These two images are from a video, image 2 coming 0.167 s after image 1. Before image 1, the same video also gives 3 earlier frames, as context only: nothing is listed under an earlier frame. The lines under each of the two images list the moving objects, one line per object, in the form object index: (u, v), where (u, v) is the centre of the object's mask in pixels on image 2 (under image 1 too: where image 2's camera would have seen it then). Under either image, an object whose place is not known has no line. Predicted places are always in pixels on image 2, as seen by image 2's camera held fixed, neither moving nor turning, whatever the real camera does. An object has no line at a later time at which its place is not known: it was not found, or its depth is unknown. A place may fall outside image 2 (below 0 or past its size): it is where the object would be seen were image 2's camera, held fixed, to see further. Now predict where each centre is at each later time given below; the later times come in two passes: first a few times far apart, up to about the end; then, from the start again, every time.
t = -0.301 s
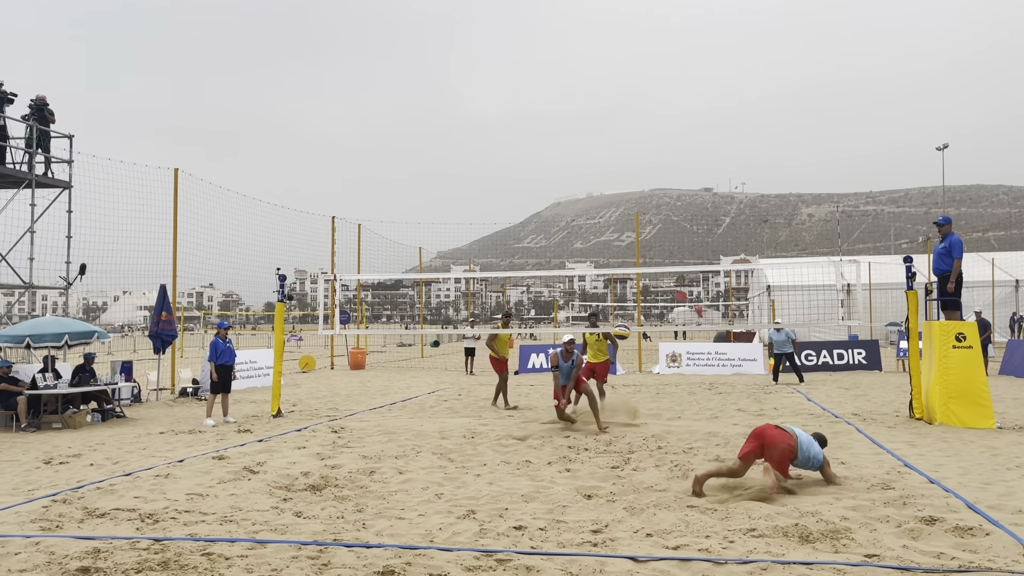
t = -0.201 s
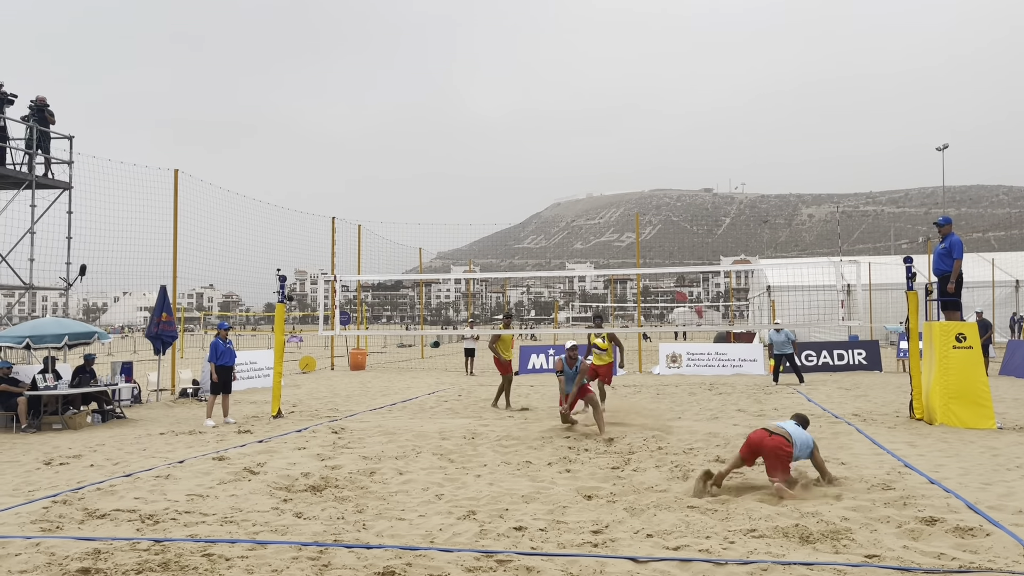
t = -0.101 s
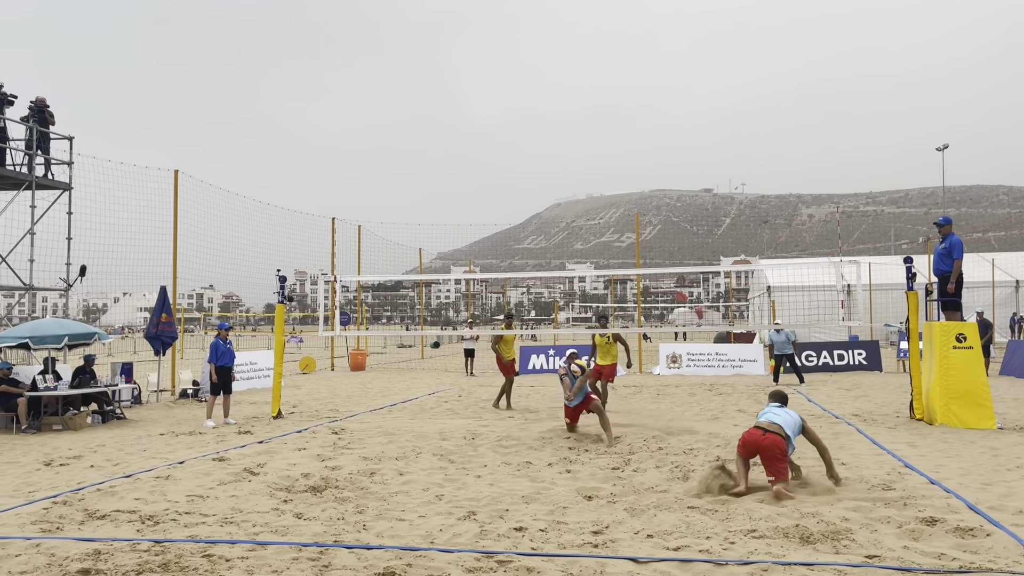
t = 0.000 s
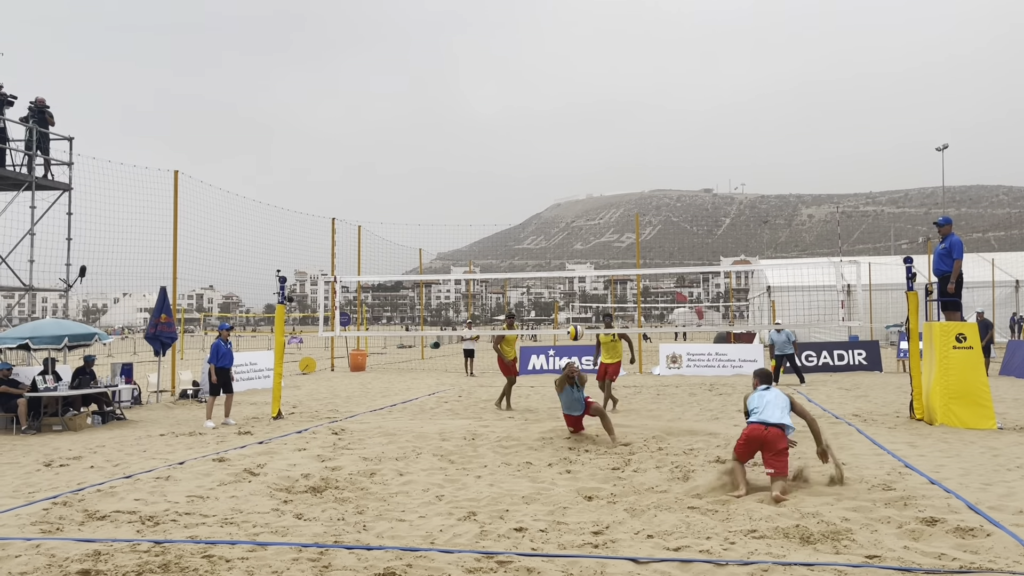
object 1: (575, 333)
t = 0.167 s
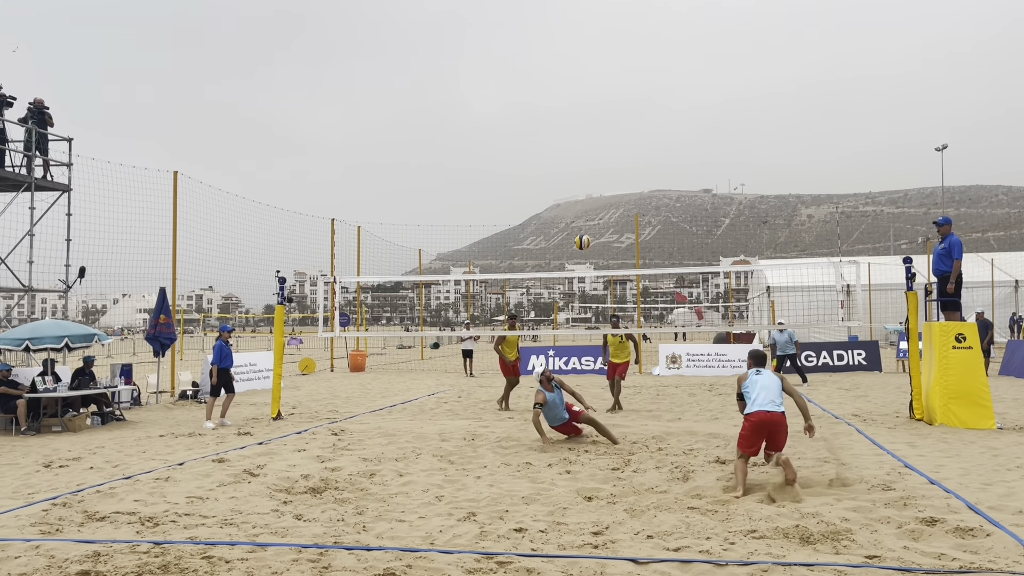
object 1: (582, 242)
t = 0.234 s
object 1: (586, 212)
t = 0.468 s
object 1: (596, 137)
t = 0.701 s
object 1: (607, 105)
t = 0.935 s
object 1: (617, 112)
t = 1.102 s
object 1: (623, 139)
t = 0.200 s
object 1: (583, 227)
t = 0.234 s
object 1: (586, 212)
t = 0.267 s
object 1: (587, 199)
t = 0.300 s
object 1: (589, 187)
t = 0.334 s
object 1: (590, 175)
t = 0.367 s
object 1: (592, 164)
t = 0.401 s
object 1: (593, 154)
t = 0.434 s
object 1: (595, 145)
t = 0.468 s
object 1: (596, 137)
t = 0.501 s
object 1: (598, 130)
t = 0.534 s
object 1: (600, 124)
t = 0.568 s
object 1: (601, 118)
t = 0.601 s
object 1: (603, 114)
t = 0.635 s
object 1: (604, 110)
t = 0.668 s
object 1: (606, 107)
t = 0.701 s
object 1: (607, 105)
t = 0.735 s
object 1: (609, 103)
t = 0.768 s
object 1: (610, 103)
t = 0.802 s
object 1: (612, 103)
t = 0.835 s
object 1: (613, 104)
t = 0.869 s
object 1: (614, 106)
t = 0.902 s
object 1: (616, 108)
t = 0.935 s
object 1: (617, 112)
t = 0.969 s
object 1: (618, 116)
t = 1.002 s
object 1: (620, 120)
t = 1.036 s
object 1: (621, 126)
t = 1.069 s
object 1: (622, 132)
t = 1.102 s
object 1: (623, 139)
